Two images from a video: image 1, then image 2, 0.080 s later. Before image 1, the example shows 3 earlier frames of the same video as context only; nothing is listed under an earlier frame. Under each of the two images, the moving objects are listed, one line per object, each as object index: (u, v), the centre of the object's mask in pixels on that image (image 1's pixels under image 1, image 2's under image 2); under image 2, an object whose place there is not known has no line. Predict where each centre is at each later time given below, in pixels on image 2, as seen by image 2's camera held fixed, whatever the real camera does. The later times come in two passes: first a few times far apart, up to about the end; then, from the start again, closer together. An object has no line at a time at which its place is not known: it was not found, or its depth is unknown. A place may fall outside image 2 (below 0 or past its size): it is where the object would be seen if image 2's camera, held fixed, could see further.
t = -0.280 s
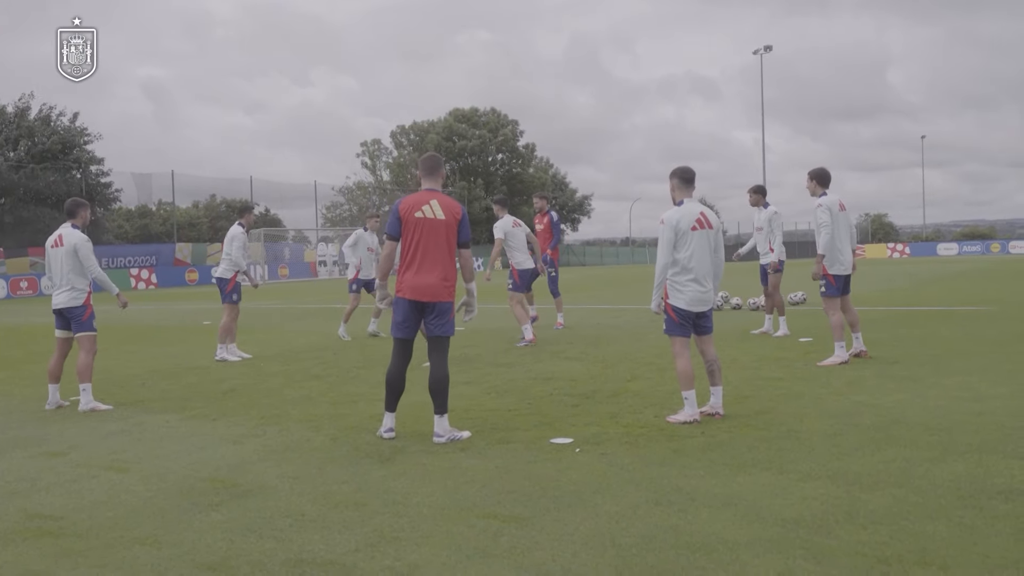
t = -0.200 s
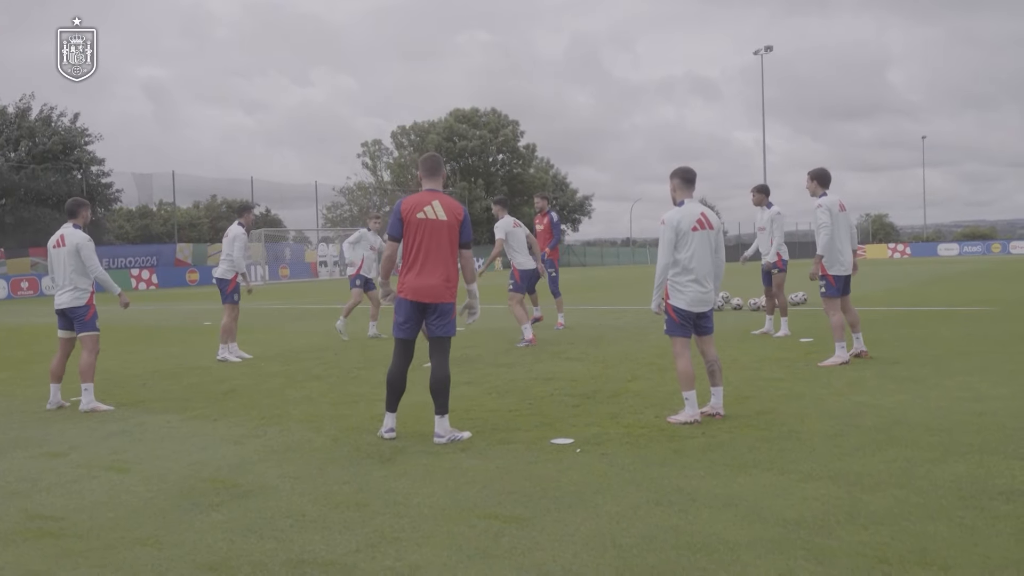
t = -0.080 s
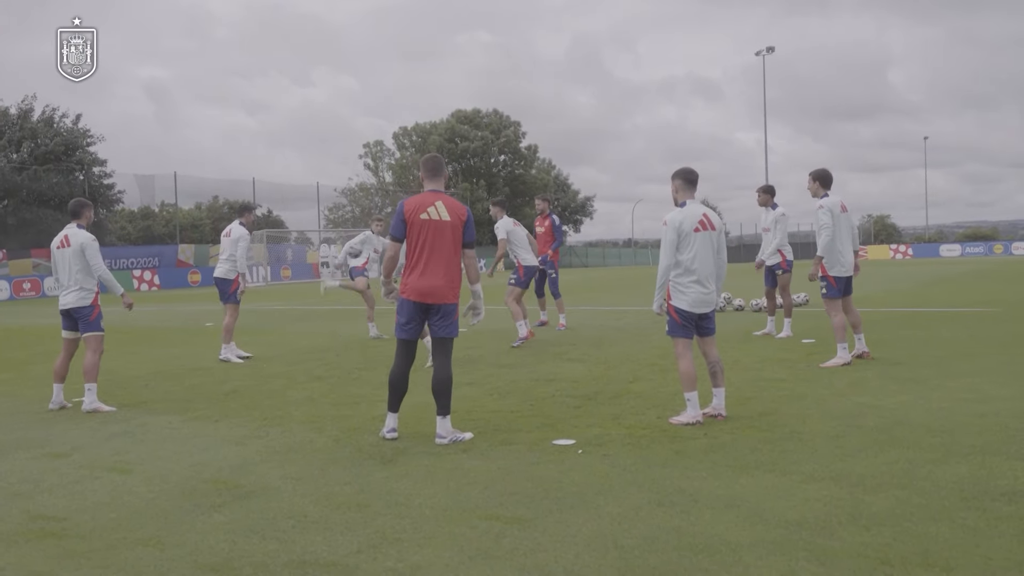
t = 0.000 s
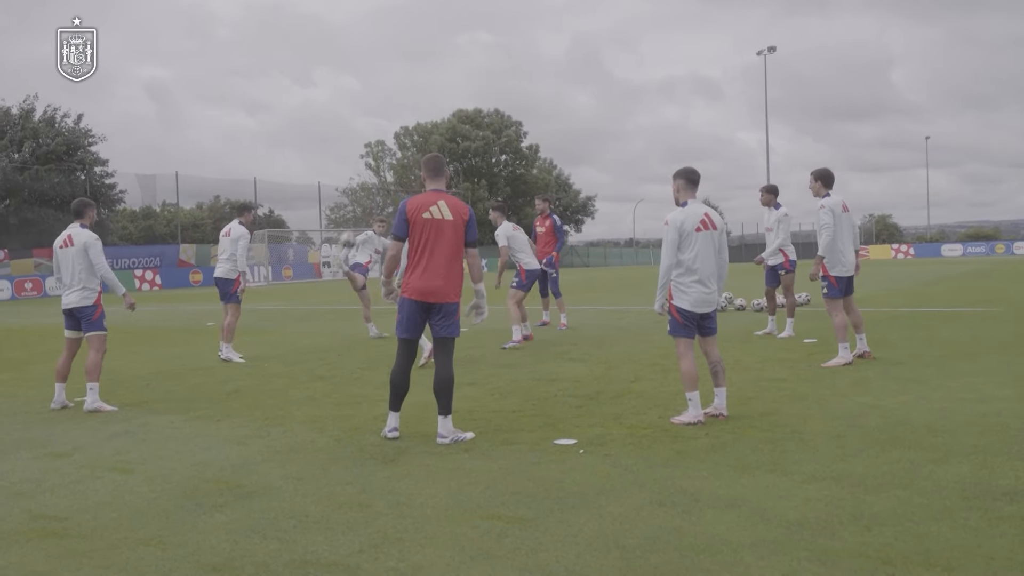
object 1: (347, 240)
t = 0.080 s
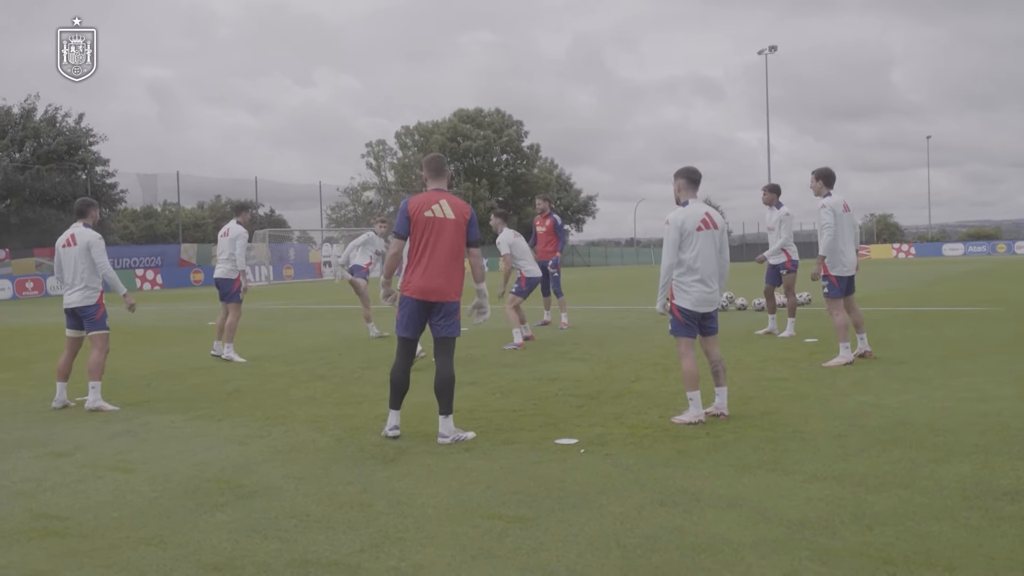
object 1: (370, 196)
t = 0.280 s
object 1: (431, 114)
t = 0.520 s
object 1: (514, 45)
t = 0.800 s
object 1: (633, 22)
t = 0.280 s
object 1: (431, 114)
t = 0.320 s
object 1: (443, 100)
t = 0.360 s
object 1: (456, 86)
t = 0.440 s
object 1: (484, 64)
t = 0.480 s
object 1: (498, 54)
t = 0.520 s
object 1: (514, 45)
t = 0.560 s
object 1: (529, 37)
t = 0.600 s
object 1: (545, 32)
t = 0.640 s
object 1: (561, 26)
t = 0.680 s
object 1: (578, 23)
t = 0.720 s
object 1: (596, 21)
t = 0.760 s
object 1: (614, 21)
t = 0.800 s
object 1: (633, 22)
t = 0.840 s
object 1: (652, 26)
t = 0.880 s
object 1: (672, 30)
